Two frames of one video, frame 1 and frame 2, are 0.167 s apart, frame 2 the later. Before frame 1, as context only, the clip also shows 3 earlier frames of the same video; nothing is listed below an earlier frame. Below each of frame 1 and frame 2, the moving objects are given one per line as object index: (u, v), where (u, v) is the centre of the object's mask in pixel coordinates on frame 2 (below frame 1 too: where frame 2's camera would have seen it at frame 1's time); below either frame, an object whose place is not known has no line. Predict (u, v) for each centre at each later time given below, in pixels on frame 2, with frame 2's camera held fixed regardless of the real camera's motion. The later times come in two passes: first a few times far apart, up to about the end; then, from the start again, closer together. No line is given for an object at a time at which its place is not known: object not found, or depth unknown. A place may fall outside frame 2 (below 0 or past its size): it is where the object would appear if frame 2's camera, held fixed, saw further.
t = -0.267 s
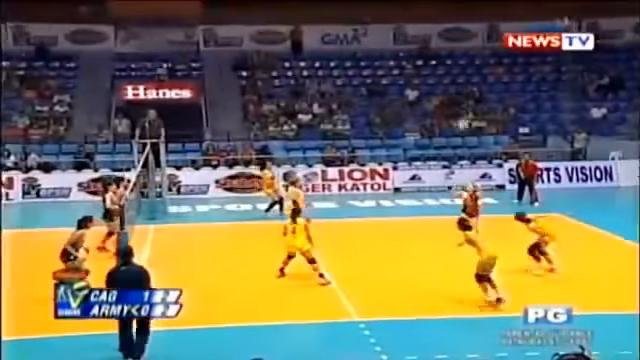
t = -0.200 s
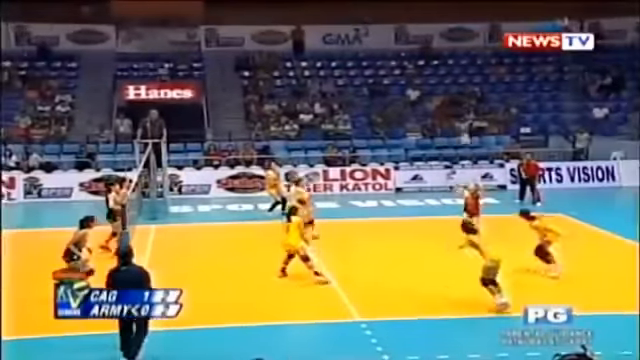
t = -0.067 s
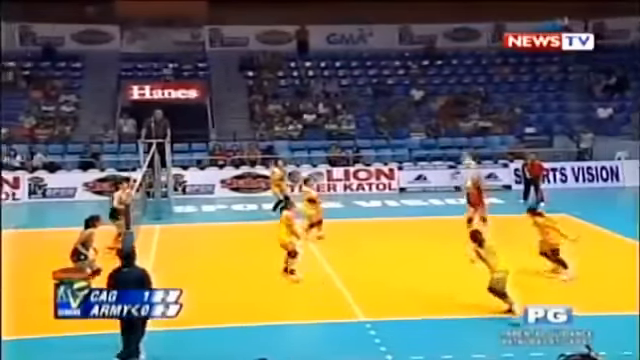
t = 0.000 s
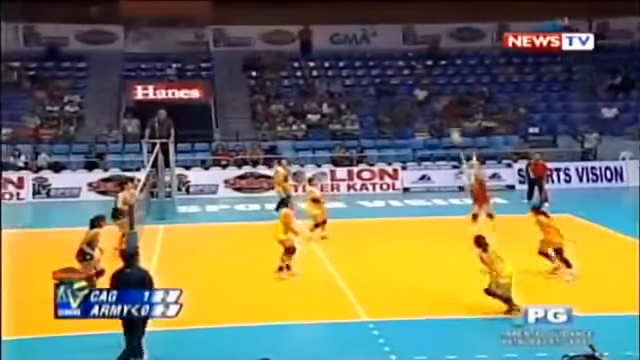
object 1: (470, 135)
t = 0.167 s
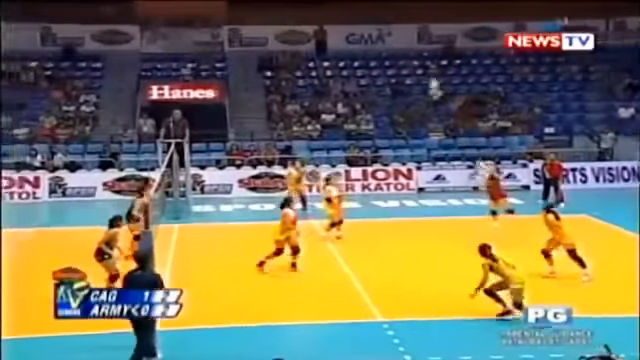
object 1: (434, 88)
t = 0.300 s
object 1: (406, 54)
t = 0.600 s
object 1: (344, 16)
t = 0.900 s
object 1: (288, 18)
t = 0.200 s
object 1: (426, 77)
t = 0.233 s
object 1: (419, 68)
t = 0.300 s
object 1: (406, 54)
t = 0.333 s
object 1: (399, 48)
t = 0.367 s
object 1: (392, 42)
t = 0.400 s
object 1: (385, 37)
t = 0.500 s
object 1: (364, 25)
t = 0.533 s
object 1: (357, 22)
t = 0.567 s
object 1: (351, 19)
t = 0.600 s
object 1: (344, 16)
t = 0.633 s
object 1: (338, 15)
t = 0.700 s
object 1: (325, 12)
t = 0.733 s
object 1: (319, 12)
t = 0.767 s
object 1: (312, 12)
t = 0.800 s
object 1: (307, 13)
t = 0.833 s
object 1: (300, 13)
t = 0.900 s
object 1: (288, 18)
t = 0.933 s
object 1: (282, 19)
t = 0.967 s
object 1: (276, 22)
